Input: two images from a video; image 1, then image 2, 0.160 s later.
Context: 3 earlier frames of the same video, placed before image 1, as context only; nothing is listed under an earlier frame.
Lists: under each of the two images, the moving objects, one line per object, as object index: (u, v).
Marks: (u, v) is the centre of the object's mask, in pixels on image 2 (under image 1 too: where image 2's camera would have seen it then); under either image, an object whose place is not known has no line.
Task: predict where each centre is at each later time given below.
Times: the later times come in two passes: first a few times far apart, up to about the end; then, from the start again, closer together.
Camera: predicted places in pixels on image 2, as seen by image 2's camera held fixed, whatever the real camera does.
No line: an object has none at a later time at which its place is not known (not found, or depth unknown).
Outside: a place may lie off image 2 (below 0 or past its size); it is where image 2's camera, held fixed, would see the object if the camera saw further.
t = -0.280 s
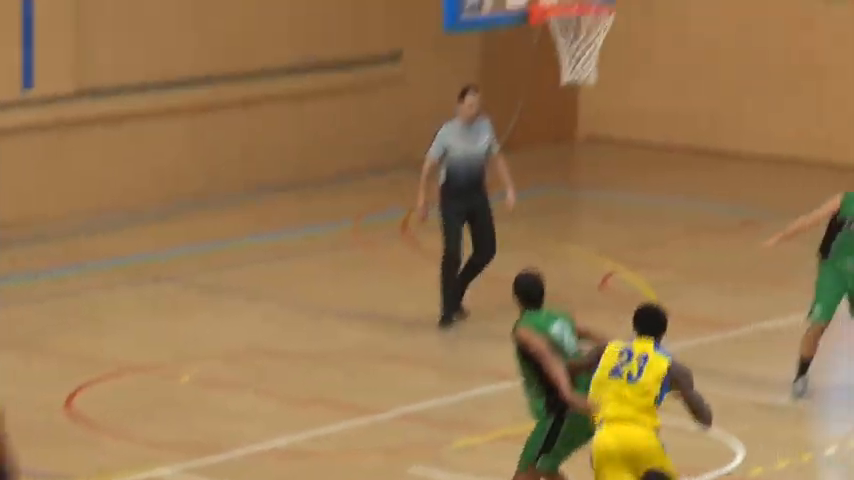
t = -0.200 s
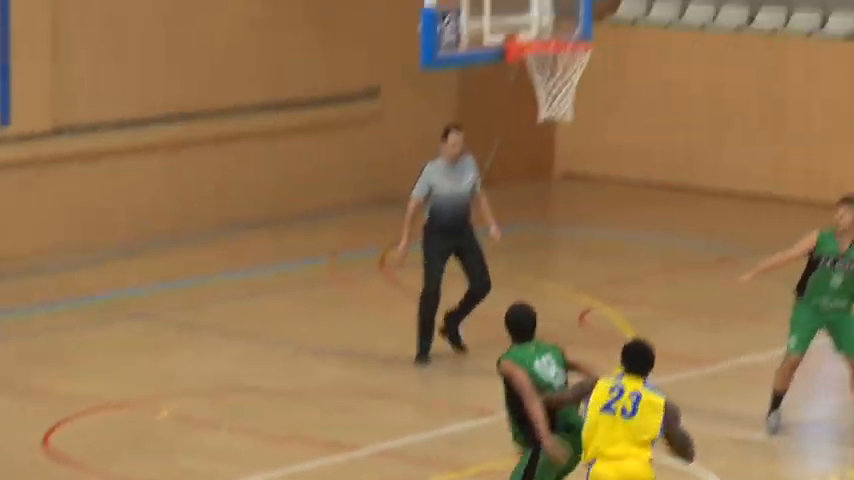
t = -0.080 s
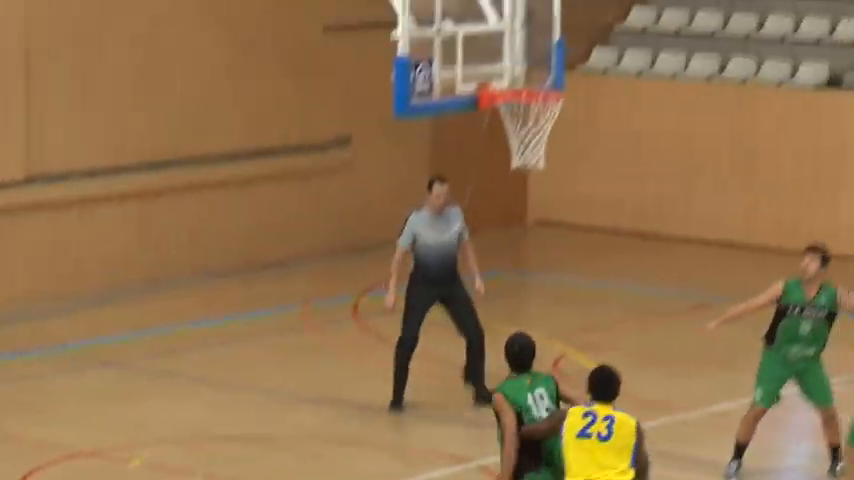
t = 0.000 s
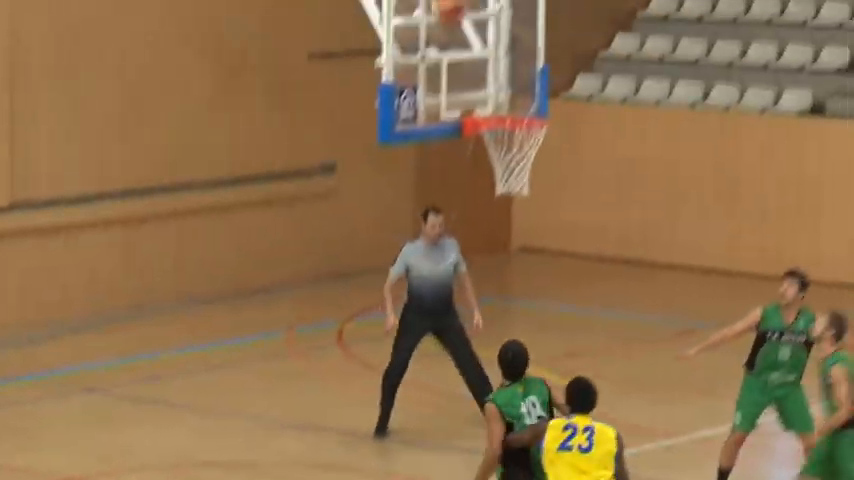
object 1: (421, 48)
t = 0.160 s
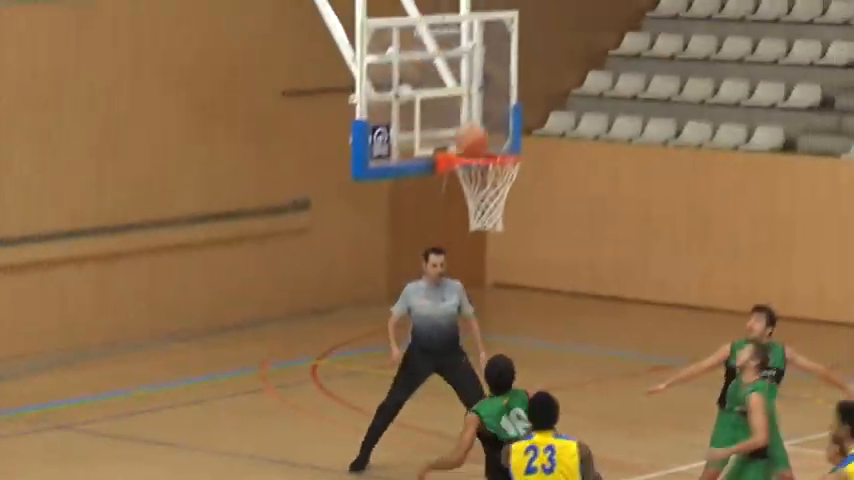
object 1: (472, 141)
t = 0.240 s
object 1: (509, 169)
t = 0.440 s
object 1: (455, 175)
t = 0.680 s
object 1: (452, 217)
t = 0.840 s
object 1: (455, 276)
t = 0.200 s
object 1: (492, 149)
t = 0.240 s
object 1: (509, 169)
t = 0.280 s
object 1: (489, 185)
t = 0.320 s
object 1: (480, 183)
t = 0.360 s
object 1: (472, 179)
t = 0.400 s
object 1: (460, 179)
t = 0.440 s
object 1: (455, 175)
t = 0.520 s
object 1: (449, 195)
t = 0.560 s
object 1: (447, 196)
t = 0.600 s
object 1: (447, 201)
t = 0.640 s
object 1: (450, 207)
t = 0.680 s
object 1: (452, 217)
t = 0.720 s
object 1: (456, 230)
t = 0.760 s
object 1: (454, 240)
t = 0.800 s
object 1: (455, 256)
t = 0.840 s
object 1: (455, 276)
